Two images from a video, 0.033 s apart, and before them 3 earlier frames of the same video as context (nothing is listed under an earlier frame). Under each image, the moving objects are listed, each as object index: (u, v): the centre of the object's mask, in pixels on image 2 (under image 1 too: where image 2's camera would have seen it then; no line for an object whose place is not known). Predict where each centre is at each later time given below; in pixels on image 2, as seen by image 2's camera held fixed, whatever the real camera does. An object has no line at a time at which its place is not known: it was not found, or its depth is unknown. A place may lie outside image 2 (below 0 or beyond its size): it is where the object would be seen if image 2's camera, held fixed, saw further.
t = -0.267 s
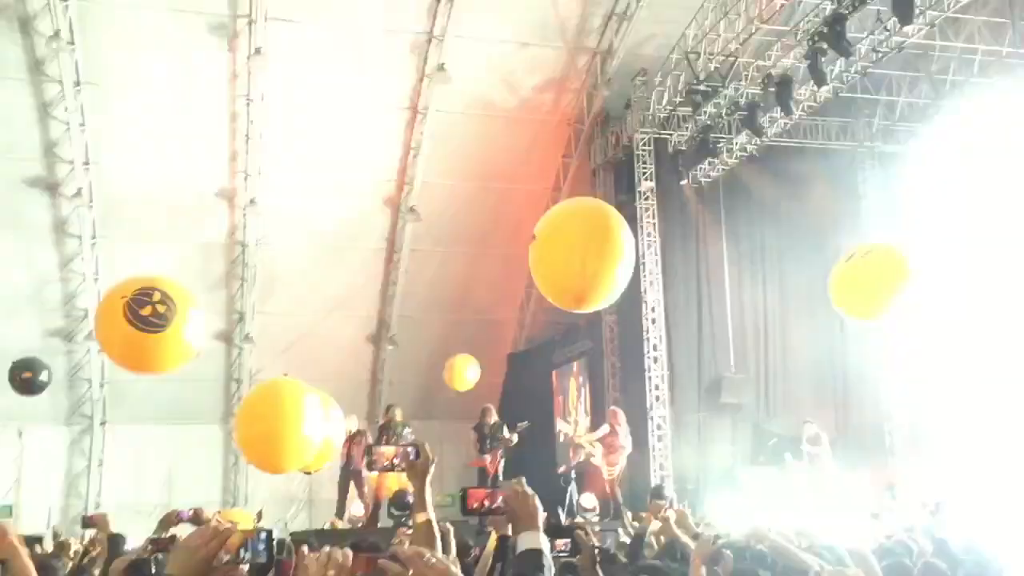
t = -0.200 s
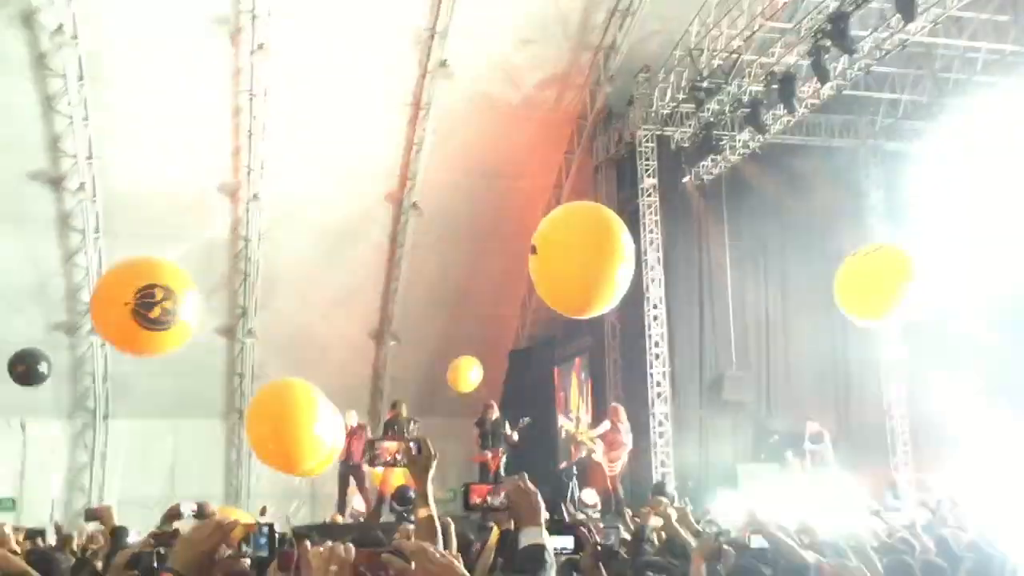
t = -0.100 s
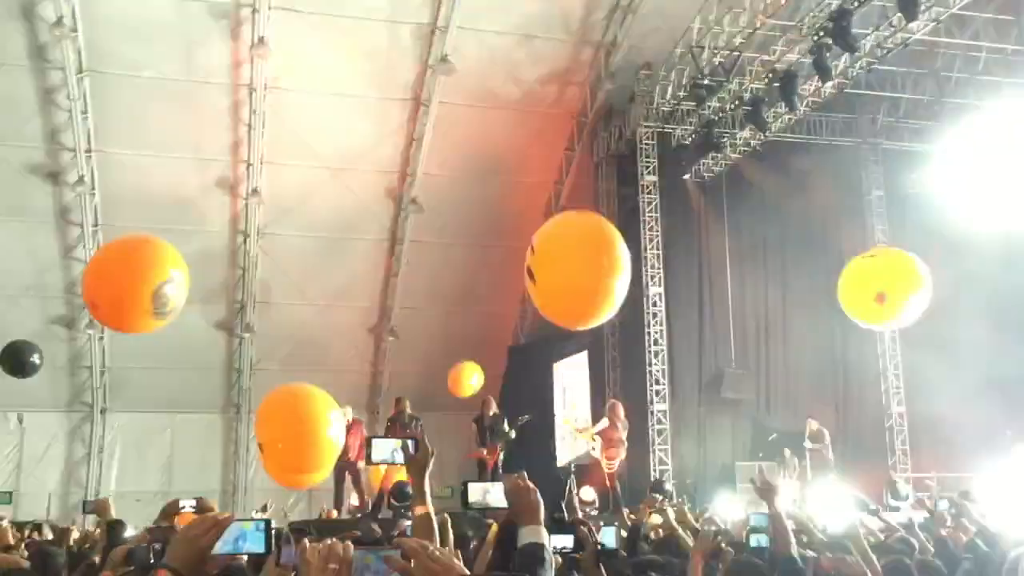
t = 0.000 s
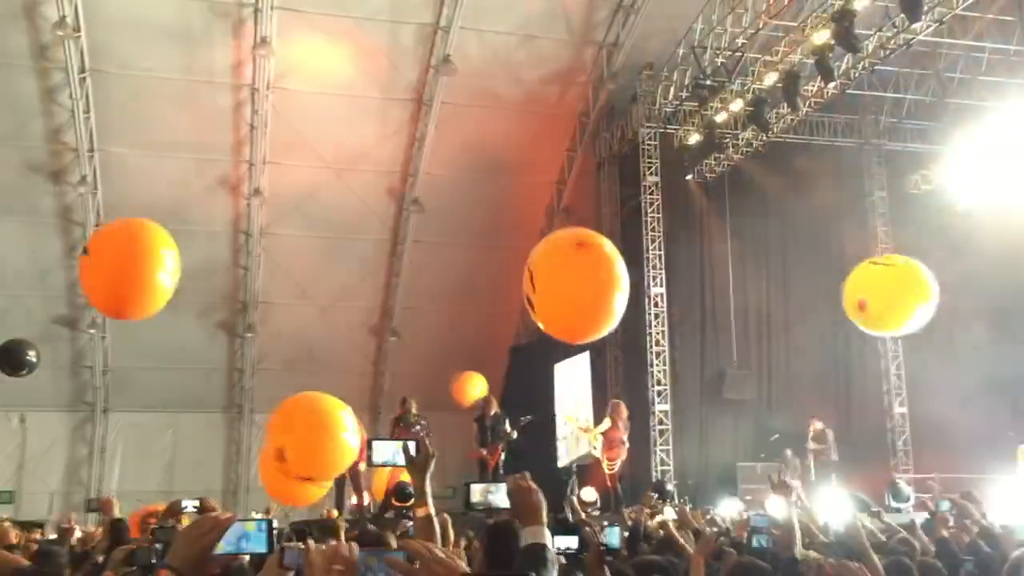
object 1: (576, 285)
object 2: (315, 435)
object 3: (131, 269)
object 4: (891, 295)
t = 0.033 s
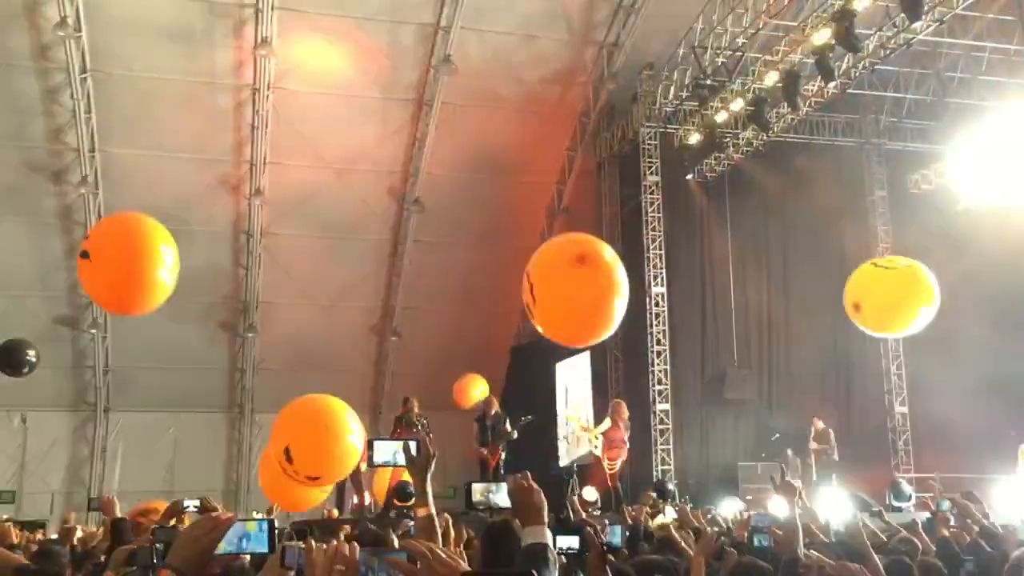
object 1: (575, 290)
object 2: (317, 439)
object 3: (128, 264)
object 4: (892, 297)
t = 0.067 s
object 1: (574, 295)
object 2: (321, 443)
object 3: (126, 259)
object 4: (892, 299)
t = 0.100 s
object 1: (573, 300)
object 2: (322, 447)
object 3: (124, 255)
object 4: (893, 301)
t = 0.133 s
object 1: (571, 306)
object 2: (325, 451)
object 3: (120, 251)
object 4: (893, 303)
